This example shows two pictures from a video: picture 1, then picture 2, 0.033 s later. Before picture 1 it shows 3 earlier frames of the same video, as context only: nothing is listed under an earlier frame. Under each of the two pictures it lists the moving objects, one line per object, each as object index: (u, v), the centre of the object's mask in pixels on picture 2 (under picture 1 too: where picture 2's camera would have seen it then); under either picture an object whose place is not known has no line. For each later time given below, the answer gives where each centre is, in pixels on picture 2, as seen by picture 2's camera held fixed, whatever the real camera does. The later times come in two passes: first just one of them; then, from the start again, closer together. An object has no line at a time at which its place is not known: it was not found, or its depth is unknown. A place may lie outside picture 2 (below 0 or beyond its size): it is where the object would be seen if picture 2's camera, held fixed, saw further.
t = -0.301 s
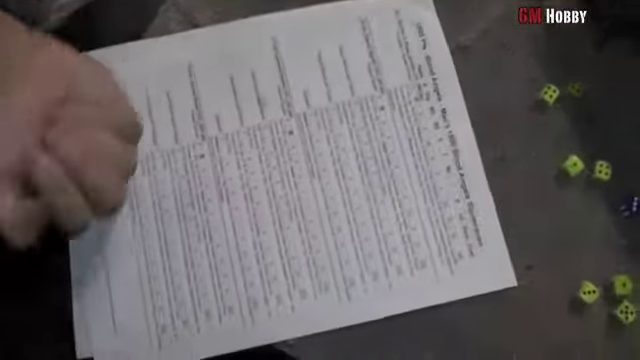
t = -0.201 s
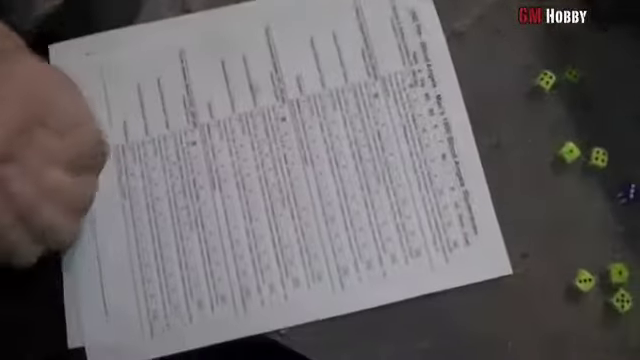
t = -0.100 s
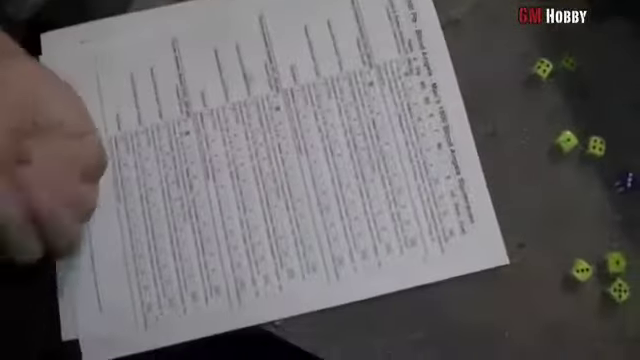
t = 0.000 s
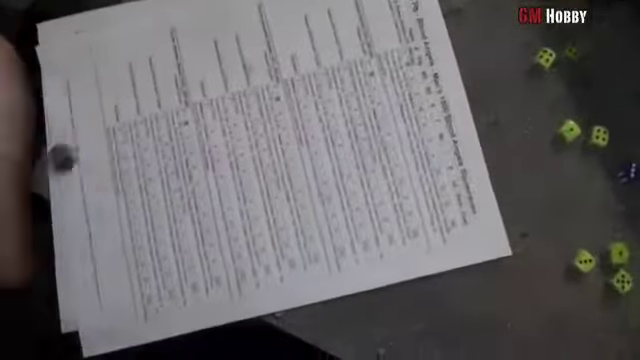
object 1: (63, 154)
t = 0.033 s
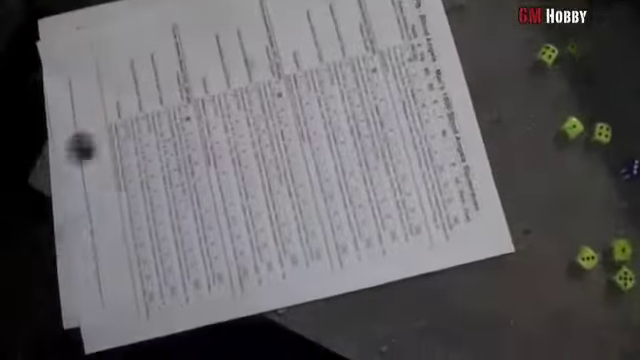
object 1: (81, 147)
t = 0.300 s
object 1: (272, 139)
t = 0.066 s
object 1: (109, 144)
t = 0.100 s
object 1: (144, 146)
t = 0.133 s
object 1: (181, 151)
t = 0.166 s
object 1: (195, 143)
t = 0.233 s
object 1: (236, 137)
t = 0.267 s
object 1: (256, 137)
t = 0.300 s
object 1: (272, 139)
